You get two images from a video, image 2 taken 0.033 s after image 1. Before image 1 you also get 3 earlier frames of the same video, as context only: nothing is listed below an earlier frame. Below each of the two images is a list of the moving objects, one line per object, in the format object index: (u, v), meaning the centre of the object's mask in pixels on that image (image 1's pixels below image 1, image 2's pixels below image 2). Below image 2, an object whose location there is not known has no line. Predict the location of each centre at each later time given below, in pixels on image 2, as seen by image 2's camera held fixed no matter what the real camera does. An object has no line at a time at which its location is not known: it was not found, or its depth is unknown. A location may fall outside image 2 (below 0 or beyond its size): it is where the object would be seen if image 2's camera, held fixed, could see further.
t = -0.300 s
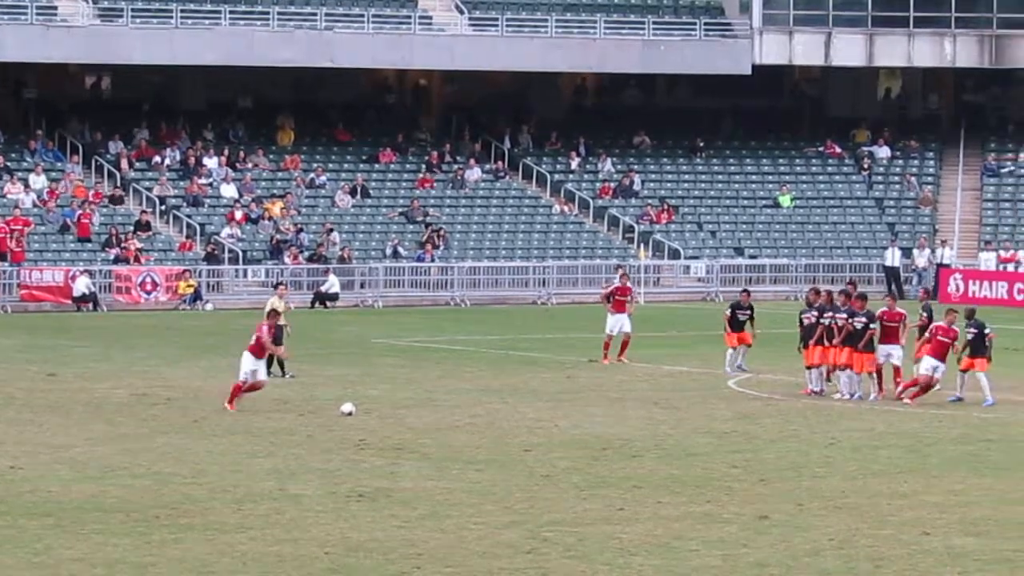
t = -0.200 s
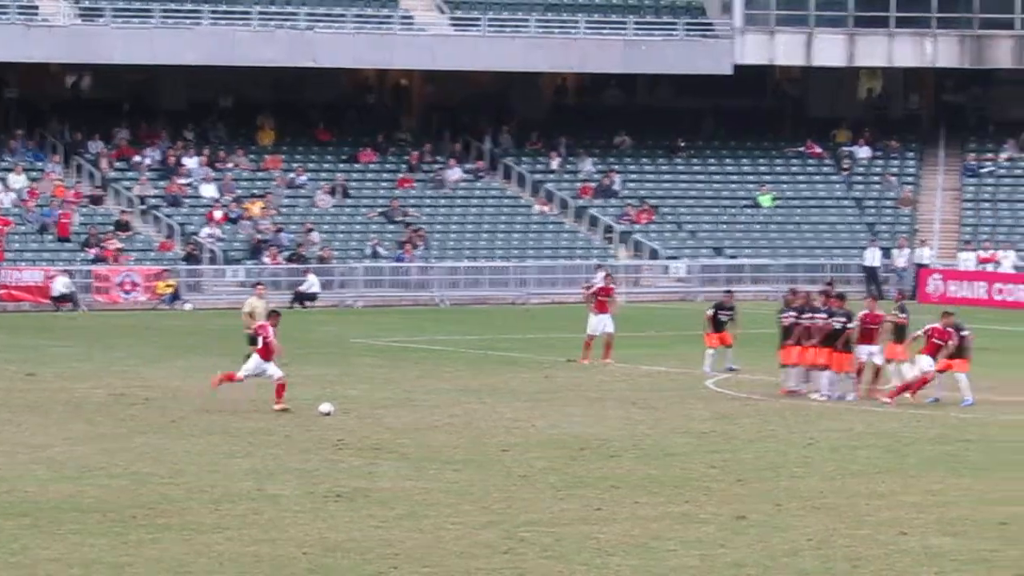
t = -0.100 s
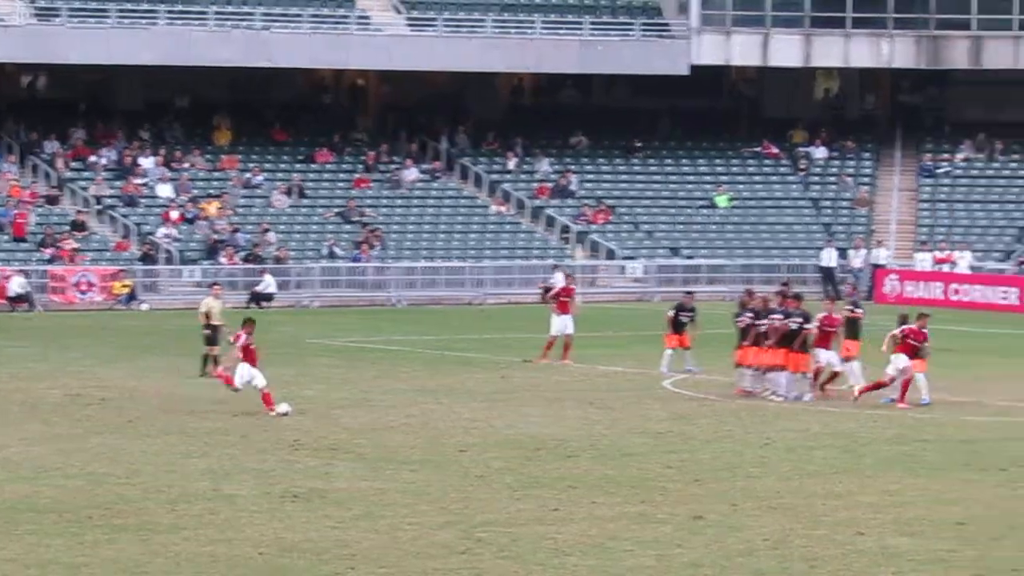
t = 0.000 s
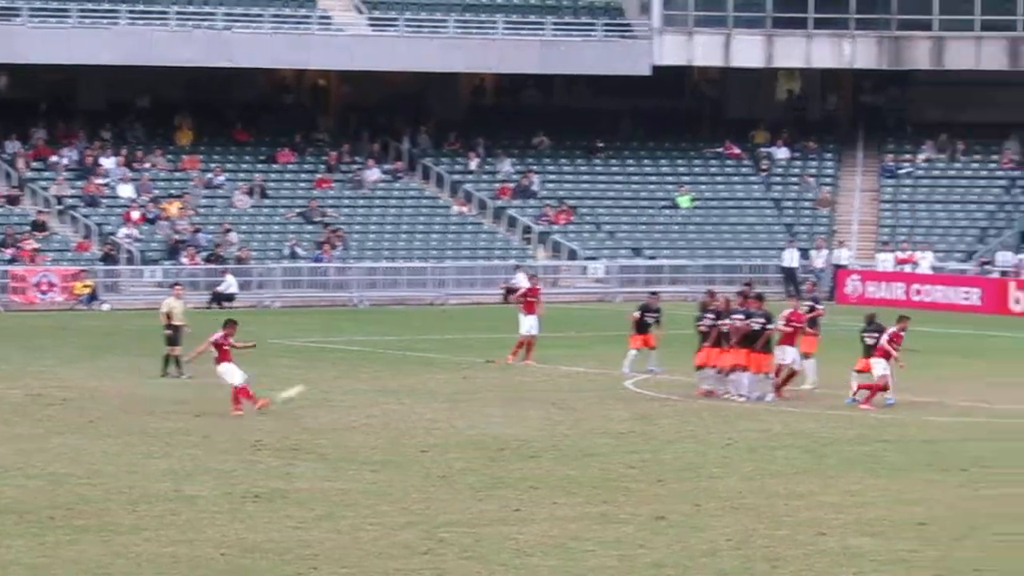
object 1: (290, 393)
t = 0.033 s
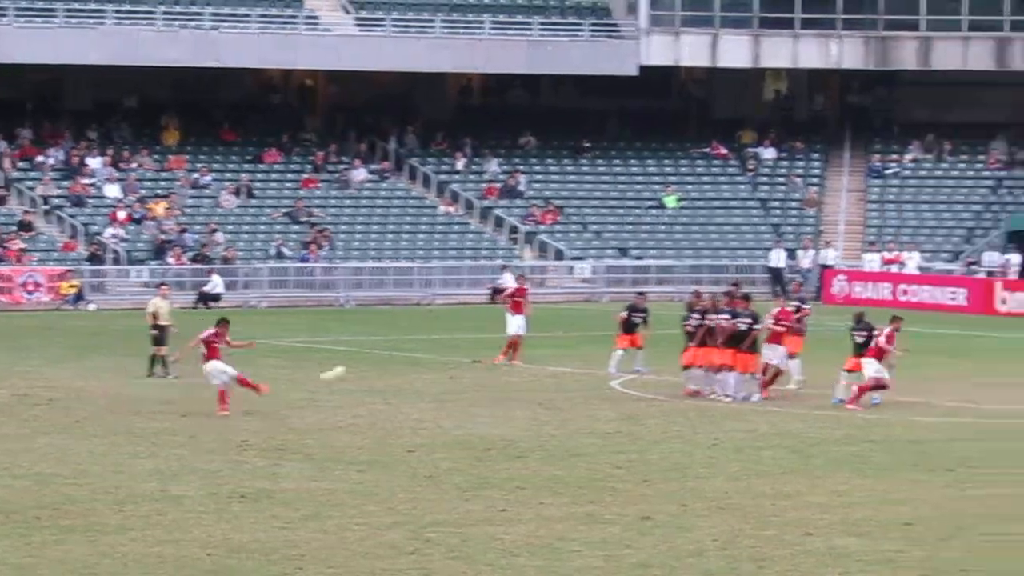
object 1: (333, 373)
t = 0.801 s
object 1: (1215, 173)
